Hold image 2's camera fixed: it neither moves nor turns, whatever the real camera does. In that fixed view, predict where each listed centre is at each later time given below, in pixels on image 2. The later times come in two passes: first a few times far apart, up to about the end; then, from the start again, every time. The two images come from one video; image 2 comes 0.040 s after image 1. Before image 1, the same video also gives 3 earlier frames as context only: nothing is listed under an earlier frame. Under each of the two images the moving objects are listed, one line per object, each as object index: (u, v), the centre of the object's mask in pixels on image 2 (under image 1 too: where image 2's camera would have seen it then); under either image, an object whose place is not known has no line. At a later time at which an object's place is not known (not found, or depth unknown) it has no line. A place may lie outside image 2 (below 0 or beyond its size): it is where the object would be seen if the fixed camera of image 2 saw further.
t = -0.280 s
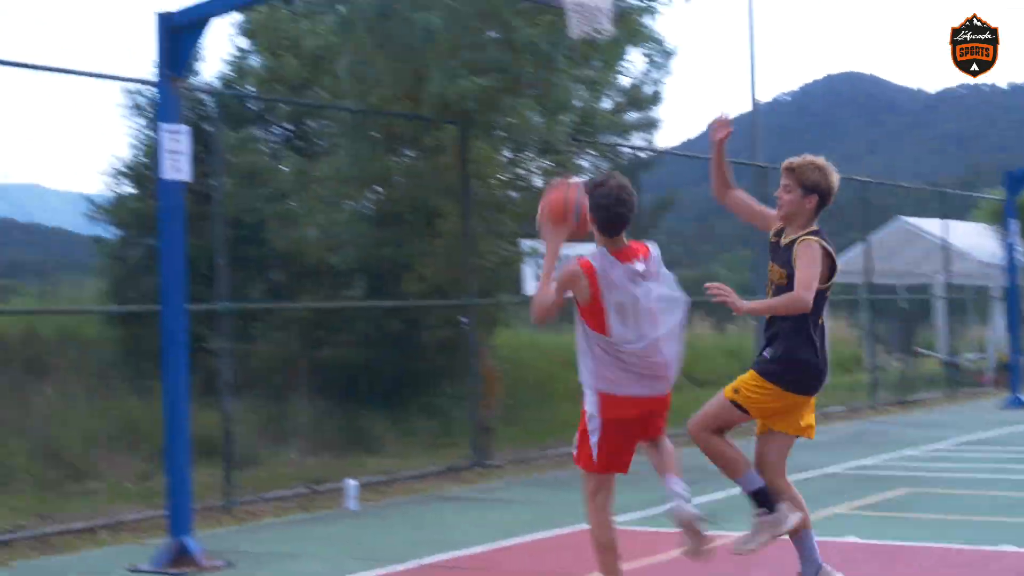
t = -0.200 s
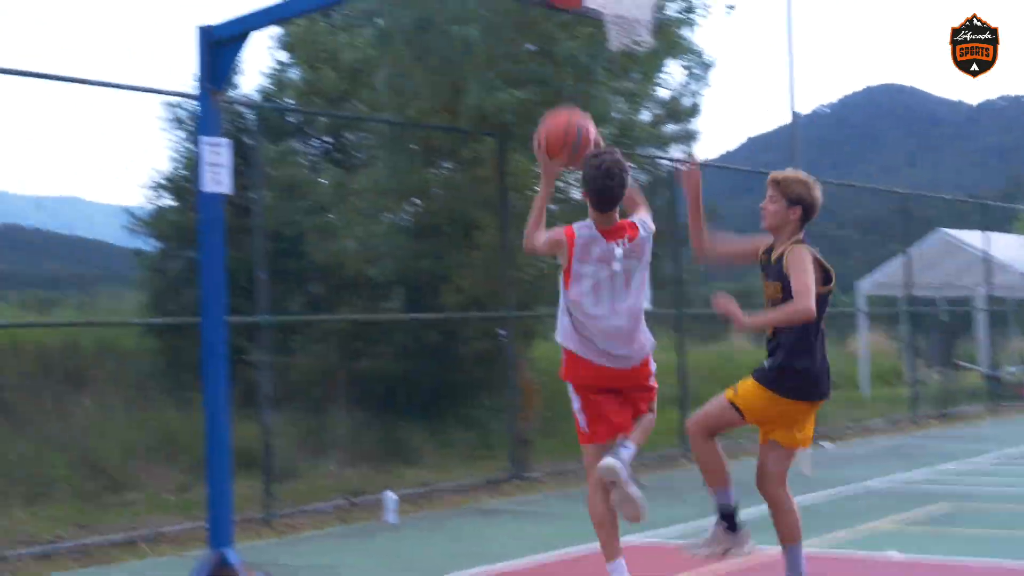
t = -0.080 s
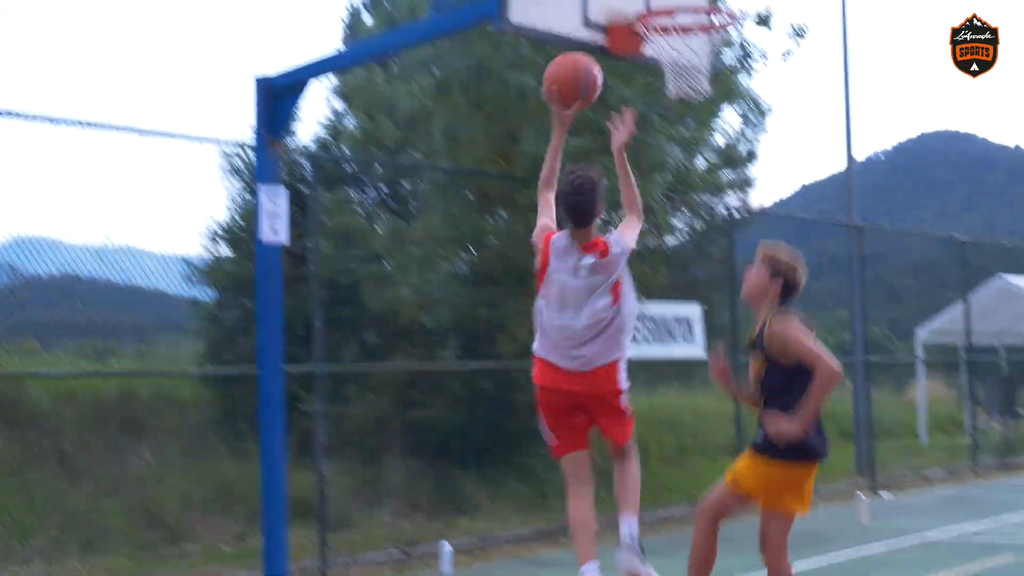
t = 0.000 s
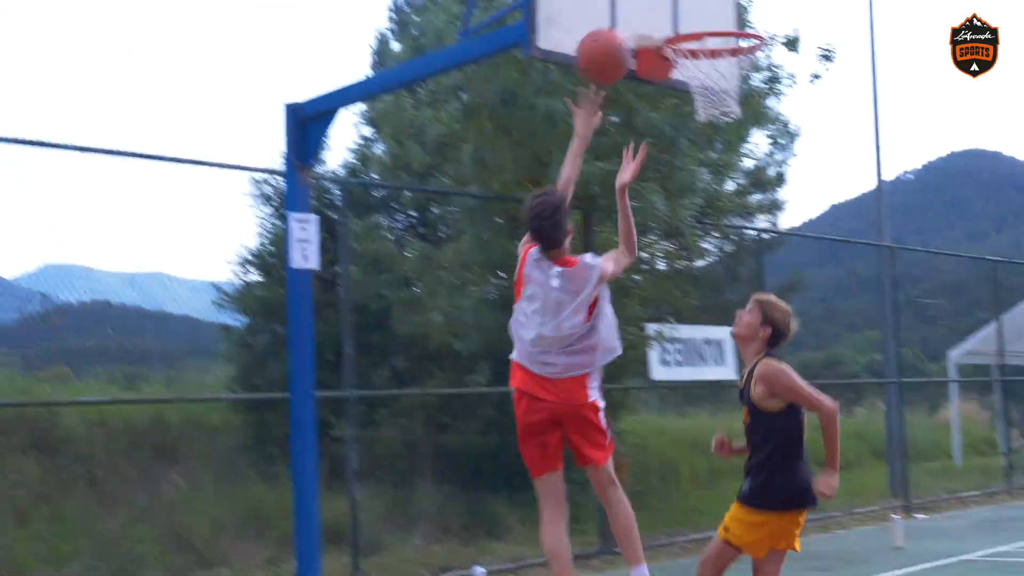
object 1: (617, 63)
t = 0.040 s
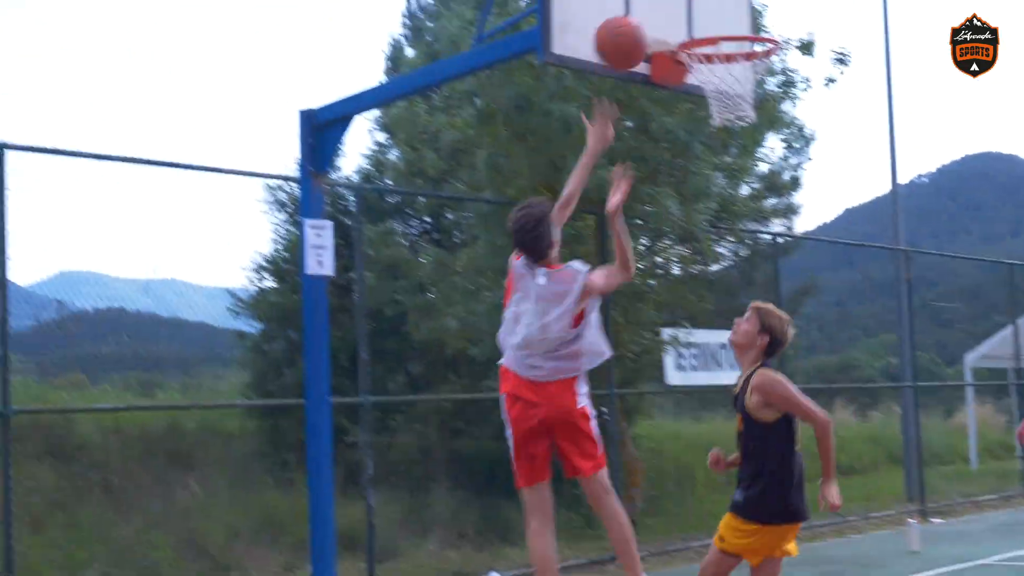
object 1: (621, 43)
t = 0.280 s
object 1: (680, 10)
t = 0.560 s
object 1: (770, 92)
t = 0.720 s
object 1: (774, 134)
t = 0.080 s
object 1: (624, 29)
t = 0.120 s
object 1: (627, 19)
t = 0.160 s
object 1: (634, 11)
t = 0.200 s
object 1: (649, 7)
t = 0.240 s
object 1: (666, 7)
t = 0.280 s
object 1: (680, 10)
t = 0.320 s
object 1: (695, 16)
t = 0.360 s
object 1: (710, 22)
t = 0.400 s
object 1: (727, 40)
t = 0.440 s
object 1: (743, 60)
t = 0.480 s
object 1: (756, 76)
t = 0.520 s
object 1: (767, 87)
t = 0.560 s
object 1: (770, 92)
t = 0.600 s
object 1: (771, 97)
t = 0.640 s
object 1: (772, 106)
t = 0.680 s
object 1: (772, 118)
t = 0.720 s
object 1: (774, 134)
